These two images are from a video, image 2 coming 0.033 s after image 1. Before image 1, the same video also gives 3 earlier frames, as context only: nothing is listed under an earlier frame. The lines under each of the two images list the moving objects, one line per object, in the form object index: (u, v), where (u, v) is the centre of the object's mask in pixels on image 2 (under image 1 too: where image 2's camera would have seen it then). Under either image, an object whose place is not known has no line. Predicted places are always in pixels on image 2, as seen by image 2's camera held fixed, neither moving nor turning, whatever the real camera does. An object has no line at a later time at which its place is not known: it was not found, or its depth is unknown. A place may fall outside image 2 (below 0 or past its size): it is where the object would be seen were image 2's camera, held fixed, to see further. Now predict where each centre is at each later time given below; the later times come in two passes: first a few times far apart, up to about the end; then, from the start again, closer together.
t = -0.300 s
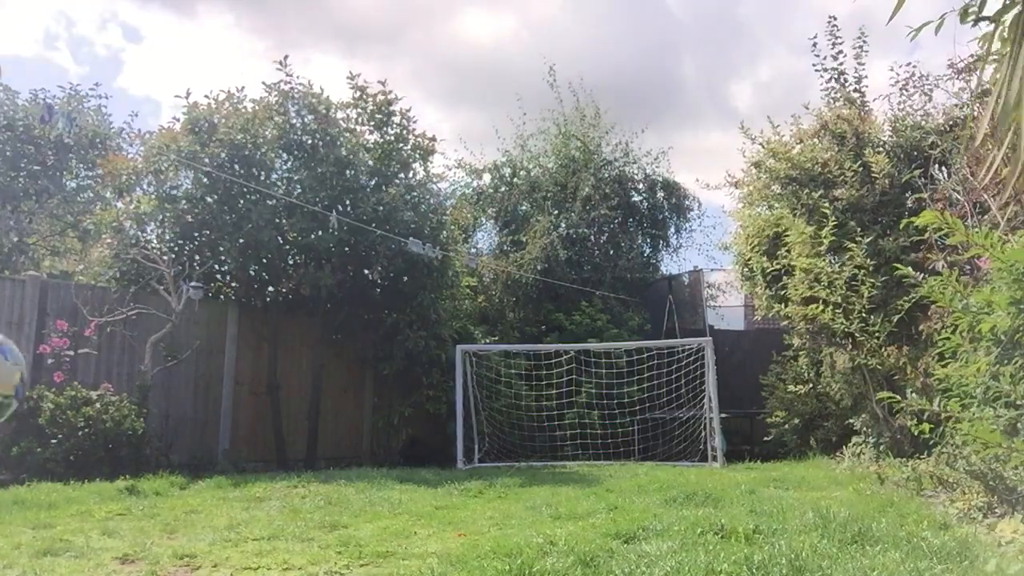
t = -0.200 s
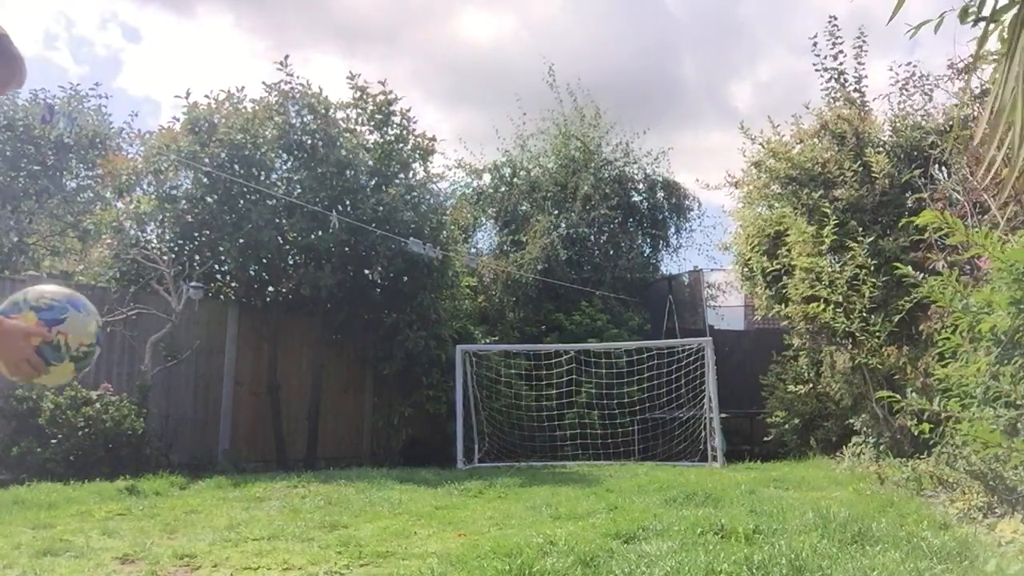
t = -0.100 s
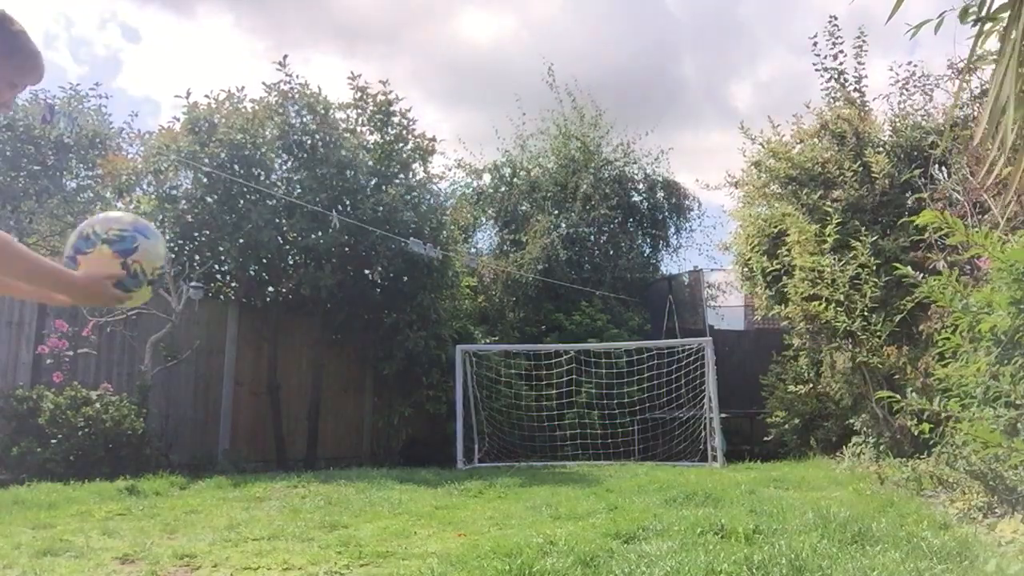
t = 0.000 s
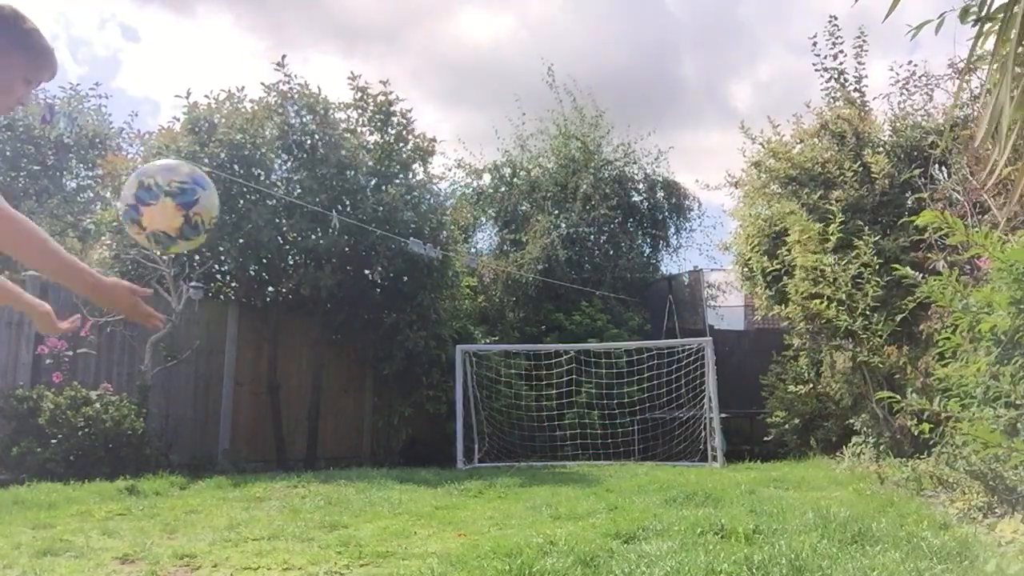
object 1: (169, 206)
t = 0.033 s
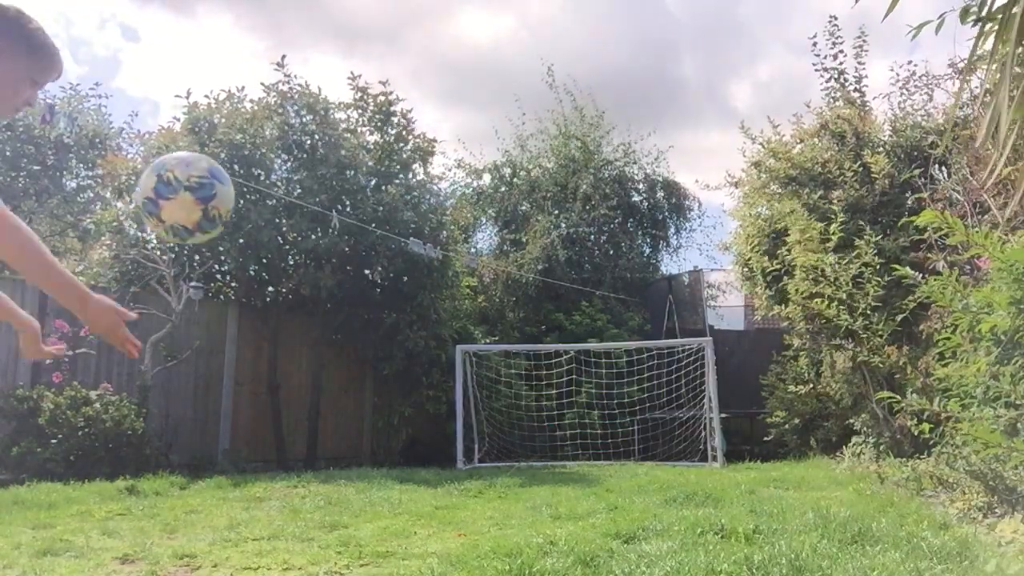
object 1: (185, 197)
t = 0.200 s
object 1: (256, 220)
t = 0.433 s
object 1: (333, 412)
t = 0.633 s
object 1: (382, 514)
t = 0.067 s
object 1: (201, 194)
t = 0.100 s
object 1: (215, 194)
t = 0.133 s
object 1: (230, 199)
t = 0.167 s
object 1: (243, 208)
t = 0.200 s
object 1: (256, 220)
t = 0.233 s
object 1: (268, 236)
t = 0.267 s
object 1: (280, 256)
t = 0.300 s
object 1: (292, 280)
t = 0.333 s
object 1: (302, 308)
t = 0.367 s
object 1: (313, 339)
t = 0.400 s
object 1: (323, 374)
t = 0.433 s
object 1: (333, 412)
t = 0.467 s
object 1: (342, 453)
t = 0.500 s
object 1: (350, 499)
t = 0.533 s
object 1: (360, 544)
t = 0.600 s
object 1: (375, 536)
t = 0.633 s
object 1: (382, 514)
